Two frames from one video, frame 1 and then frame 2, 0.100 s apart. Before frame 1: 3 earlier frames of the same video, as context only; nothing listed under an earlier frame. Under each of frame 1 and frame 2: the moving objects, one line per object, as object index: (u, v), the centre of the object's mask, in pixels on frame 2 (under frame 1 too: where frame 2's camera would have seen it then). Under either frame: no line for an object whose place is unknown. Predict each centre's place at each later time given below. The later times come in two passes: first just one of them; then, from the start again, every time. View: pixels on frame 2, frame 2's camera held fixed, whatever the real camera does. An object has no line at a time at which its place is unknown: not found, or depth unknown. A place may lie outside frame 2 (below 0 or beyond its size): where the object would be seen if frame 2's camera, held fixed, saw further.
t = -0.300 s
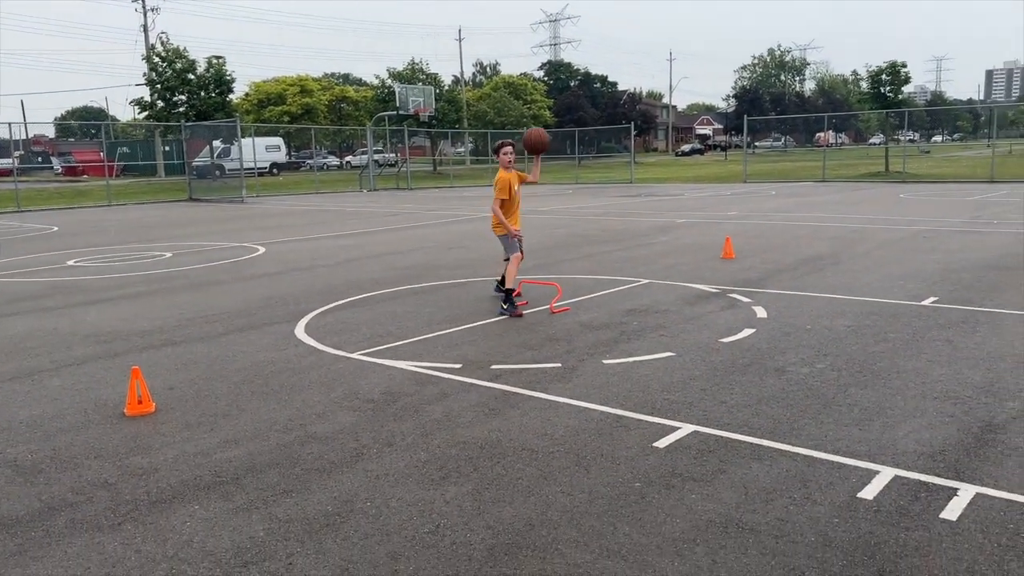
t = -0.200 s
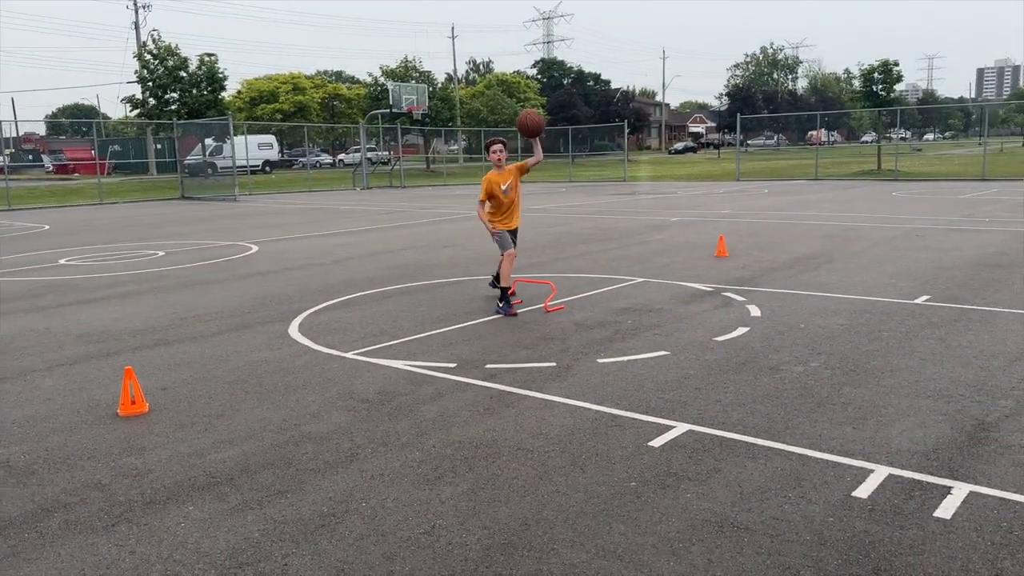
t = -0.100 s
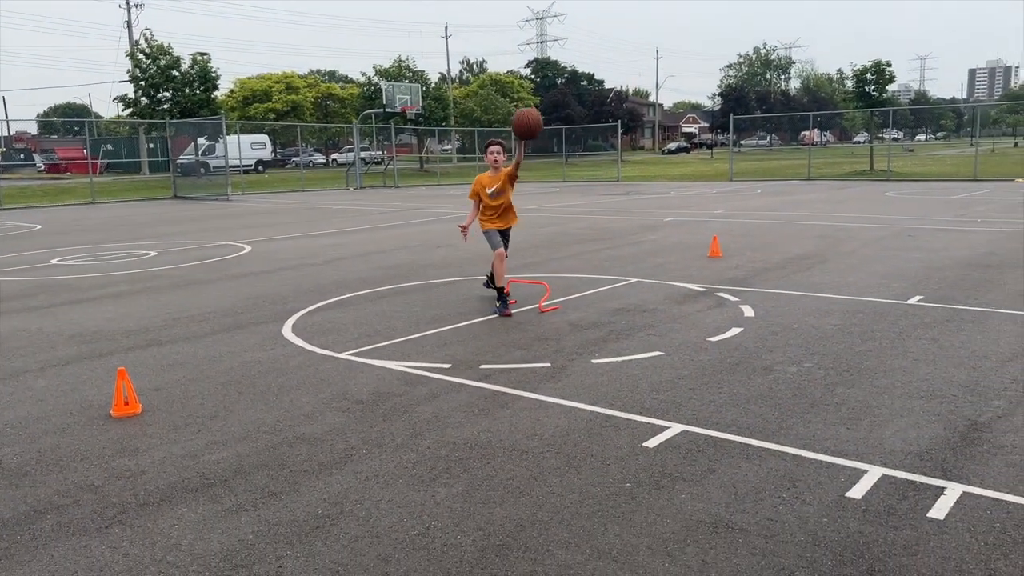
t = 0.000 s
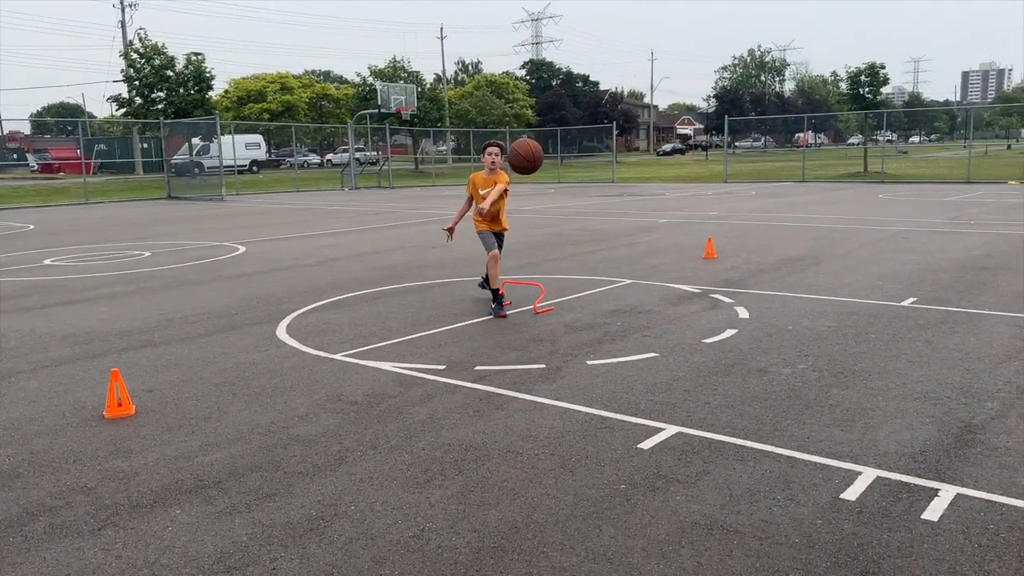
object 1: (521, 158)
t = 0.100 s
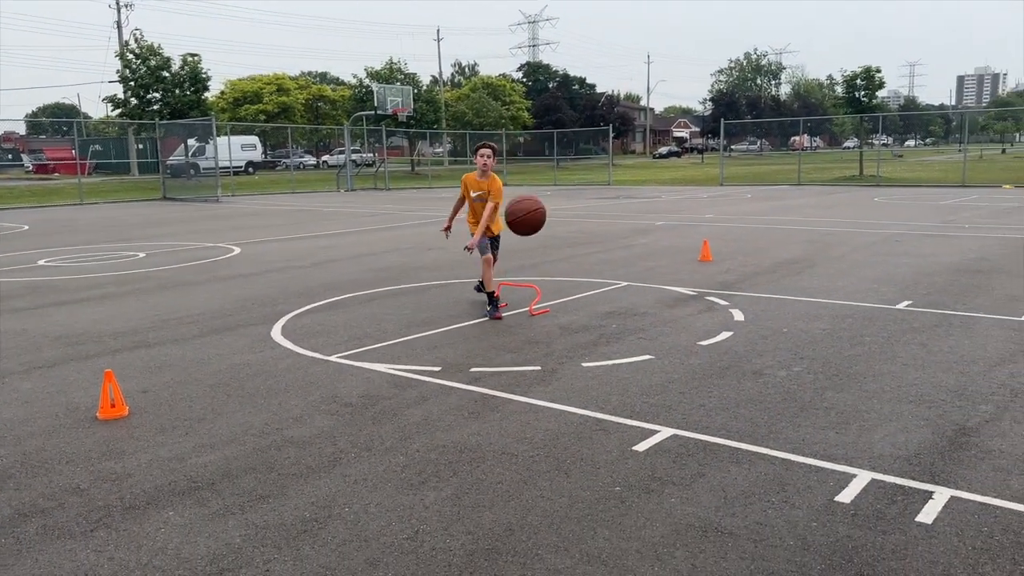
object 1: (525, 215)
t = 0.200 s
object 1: (531, 310)
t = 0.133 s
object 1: (527, 241)
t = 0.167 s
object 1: (529, 273)
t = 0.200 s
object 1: (531, 310)
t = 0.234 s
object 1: (533, 352)
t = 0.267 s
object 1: (537, 404)
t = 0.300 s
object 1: (539, 453)
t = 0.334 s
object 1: (537, 427)
